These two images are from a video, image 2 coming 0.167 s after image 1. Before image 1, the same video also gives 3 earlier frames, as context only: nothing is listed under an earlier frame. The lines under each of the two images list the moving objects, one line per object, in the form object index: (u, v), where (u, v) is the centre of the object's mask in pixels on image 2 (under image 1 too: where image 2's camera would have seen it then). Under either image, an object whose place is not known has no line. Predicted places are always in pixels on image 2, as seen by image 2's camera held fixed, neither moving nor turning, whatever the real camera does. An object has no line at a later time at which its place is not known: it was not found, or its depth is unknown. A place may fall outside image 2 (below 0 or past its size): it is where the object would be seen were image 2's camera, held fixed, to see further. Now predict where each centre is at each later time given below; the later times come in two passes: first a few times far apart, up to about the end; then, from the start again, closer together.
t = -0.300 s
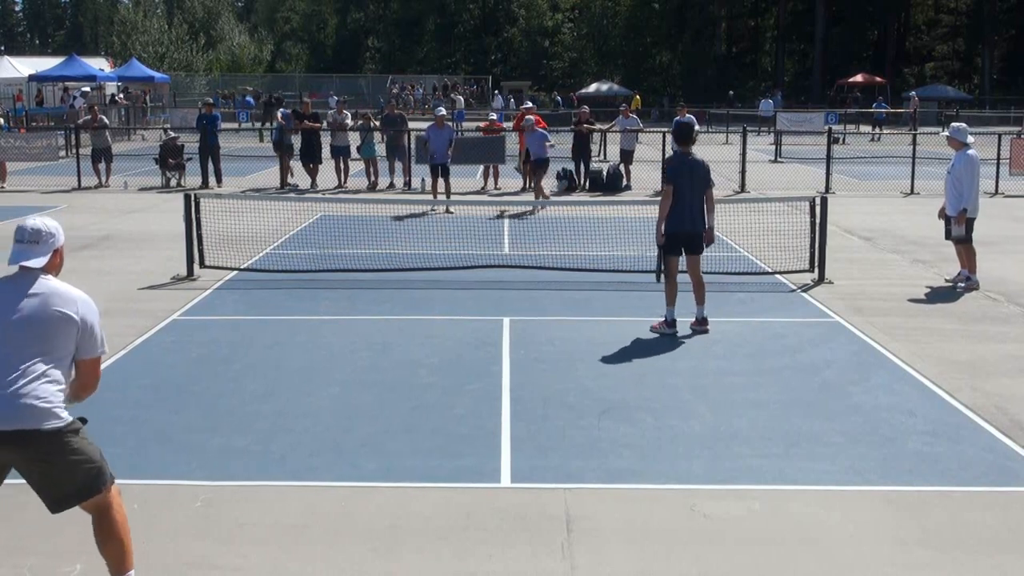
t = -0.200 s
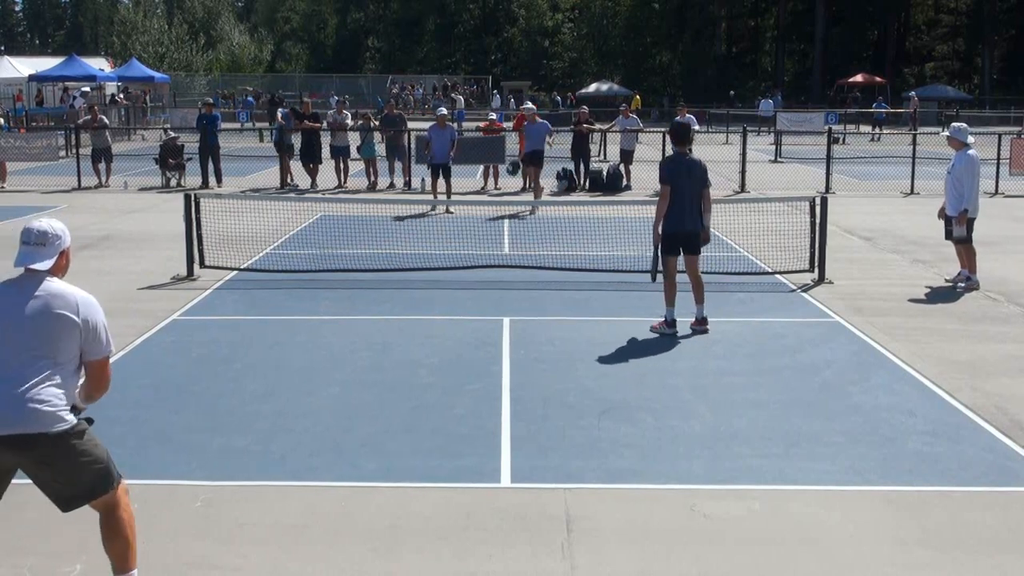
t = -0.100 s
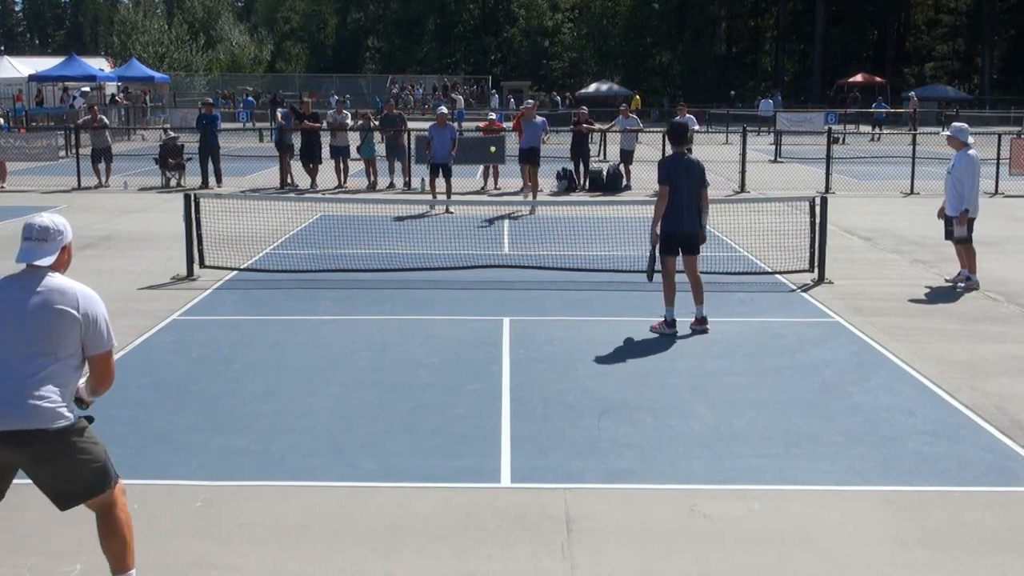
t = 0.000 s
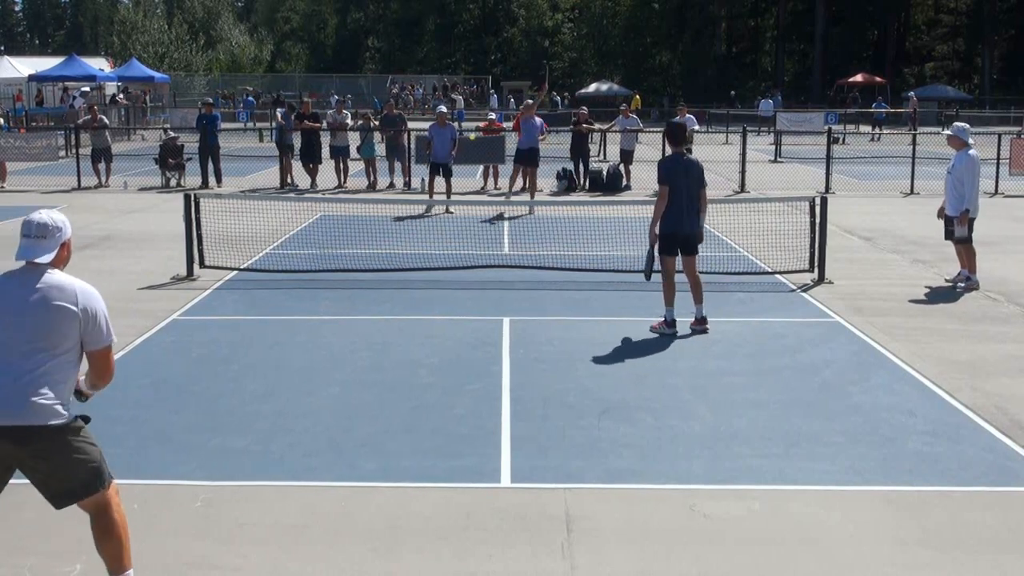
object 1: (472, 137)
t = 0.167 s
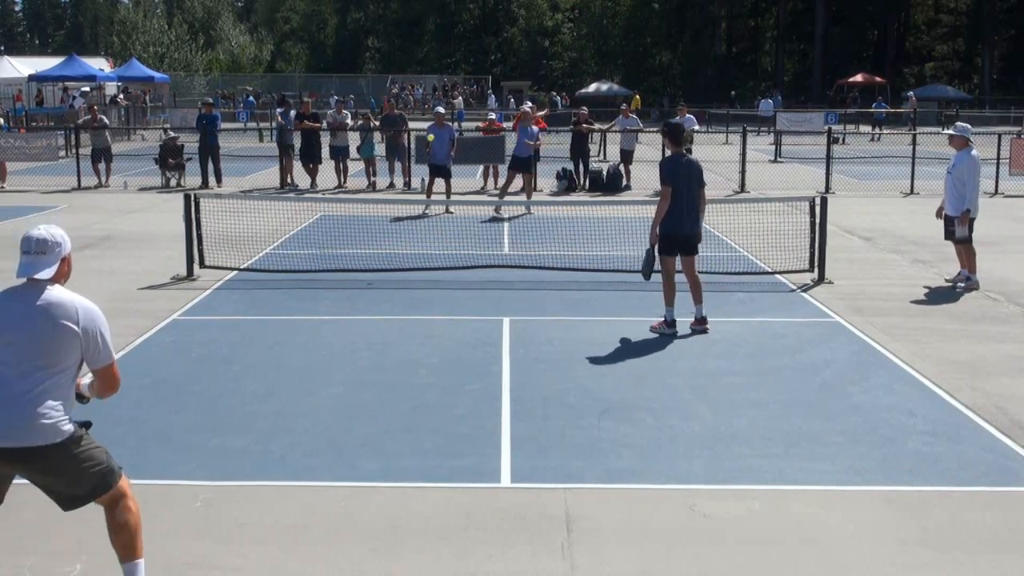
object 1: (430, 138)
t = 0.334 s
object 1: (378, 178)
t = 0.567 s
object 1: (280, 331)
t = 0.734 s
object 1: (194, 370)
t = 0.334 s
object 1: (378, 178)
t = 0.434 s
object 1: (339, 224)
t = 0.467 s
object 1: (326, 247)
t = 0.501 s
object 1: (311, 270)
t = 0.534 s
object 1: (296, 299)
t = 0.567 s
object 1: (280, 331)
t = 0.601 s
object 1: (263, 366)
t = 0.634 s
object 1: (244, 394)
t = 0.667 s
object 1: (229, 382)
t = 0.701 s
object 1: (212, 375)
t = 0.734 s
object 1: (194, 370)
